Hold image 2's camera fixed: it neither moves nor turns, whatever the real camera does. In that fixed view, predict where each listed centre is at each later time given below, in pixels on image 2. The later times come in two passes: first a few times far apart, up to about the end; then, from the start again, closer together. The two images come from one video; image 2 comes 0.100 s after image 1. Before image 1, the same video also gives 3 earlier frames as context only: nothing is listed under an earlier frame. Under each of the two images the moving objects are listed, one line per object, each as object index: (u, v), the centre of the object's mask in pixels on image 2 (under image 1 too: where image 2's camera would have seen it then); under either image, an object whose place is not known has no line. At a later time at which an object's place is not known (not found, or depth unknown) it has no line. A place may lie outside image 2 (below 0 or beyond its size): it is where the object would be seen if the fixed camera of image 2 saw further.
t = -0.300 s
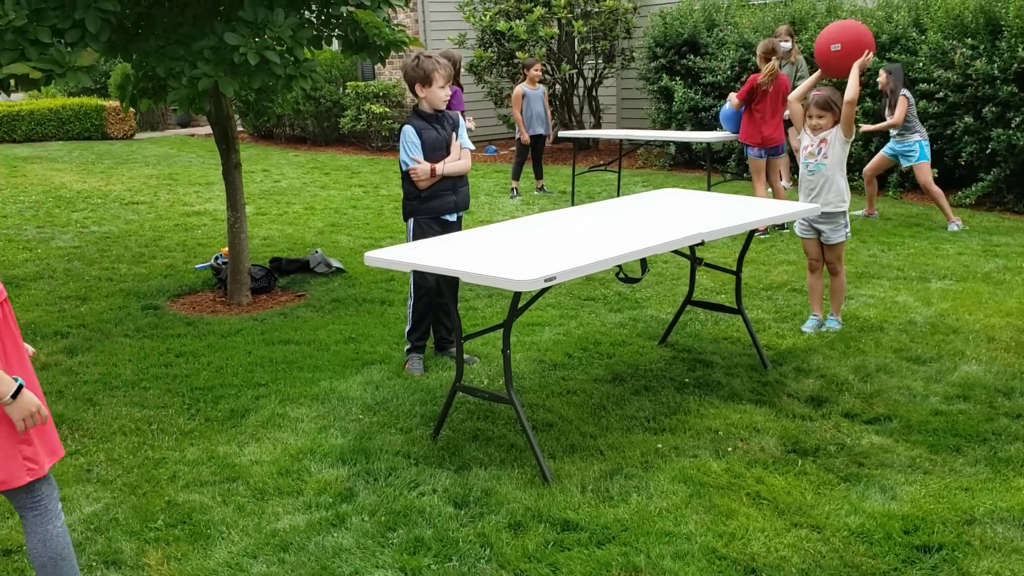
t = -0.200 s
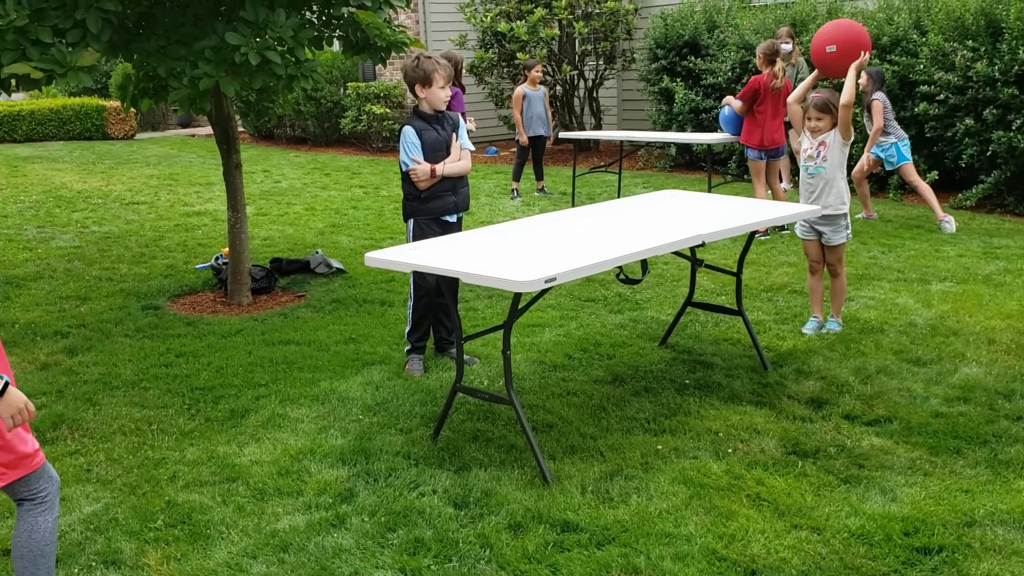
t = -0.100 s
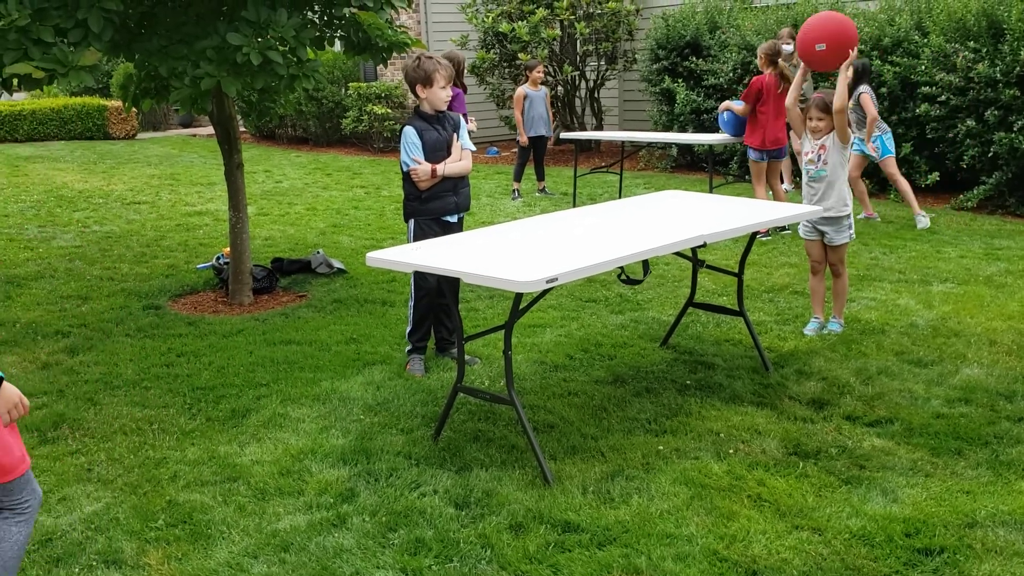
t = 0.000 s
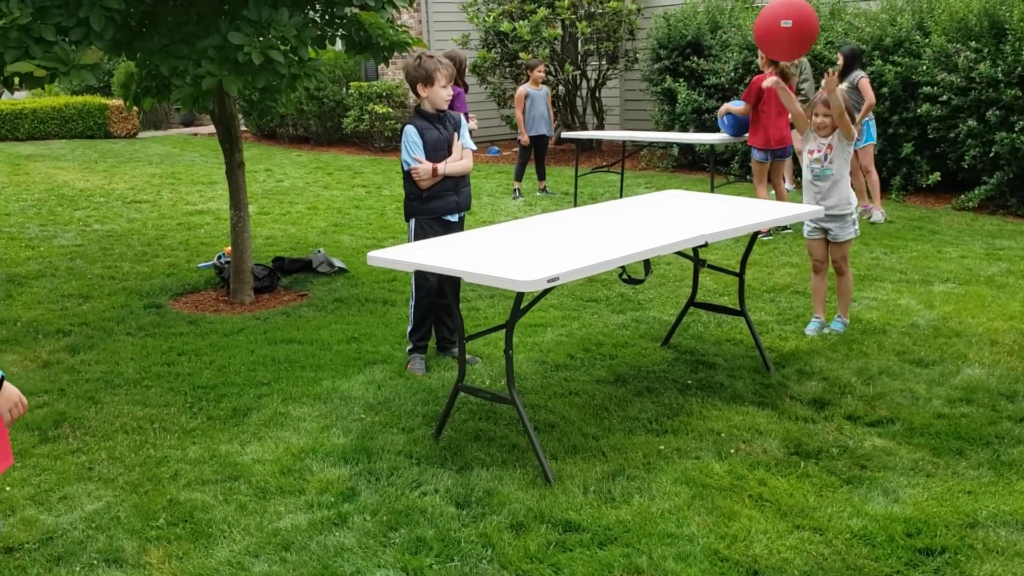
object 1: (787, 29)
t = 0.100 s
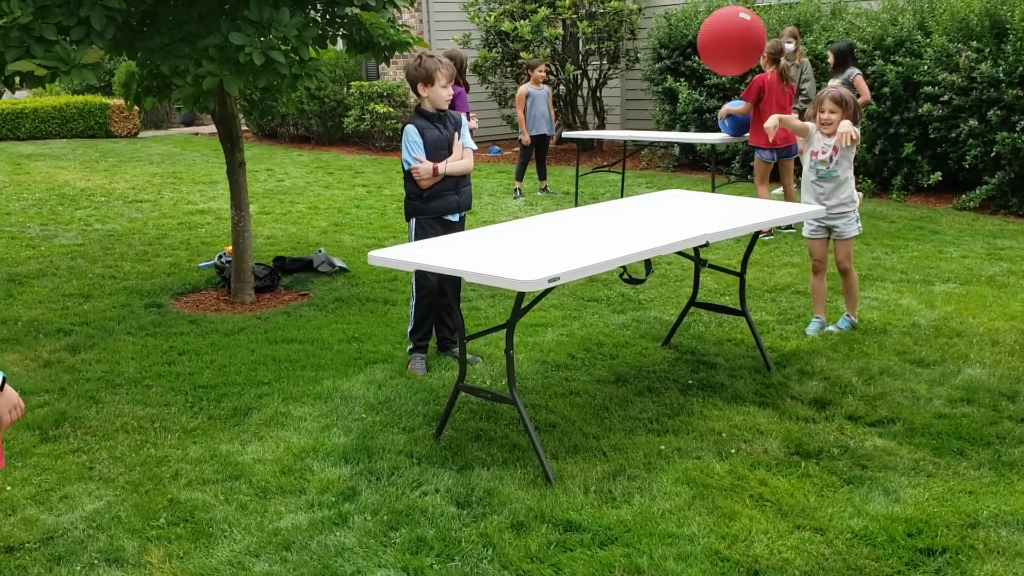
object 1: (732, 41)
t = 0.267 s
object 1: (621, 128)
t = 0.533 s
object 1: (474, 130)
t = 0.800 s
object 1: (339, 160)
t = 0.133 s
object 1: (711, 51)
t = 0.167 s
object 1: (690, 64)
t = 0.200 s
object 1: (668, 81)
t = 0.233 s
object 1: (645, 102)
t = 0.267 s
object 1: (621, 128)
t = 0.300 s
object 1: (596, 158)
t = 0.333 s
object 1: (571, 191)
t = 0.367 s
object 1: (550, 212)
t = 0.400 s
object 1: (536, 191)
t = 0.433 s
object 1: (521, 172)
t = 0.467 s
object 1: (505, 155)
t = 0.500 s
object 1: (490, 141)
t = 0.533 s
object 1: (474, 130)
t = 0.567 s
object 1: (457, 121)
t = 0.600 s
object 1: (441, 116)
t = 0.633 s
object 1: (424, 114)
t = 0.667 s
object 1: (408, 116)
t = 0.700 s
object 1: (390, 122)
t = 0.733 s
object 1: (373, 130)
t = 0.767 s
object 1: (356, 143)
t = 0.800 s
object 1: (339, 160)
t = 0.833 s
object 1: (321, 182)
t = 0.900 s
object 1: (286, 239)
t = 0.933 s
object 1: (268, 276)
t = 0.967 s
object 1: (249, 317)
